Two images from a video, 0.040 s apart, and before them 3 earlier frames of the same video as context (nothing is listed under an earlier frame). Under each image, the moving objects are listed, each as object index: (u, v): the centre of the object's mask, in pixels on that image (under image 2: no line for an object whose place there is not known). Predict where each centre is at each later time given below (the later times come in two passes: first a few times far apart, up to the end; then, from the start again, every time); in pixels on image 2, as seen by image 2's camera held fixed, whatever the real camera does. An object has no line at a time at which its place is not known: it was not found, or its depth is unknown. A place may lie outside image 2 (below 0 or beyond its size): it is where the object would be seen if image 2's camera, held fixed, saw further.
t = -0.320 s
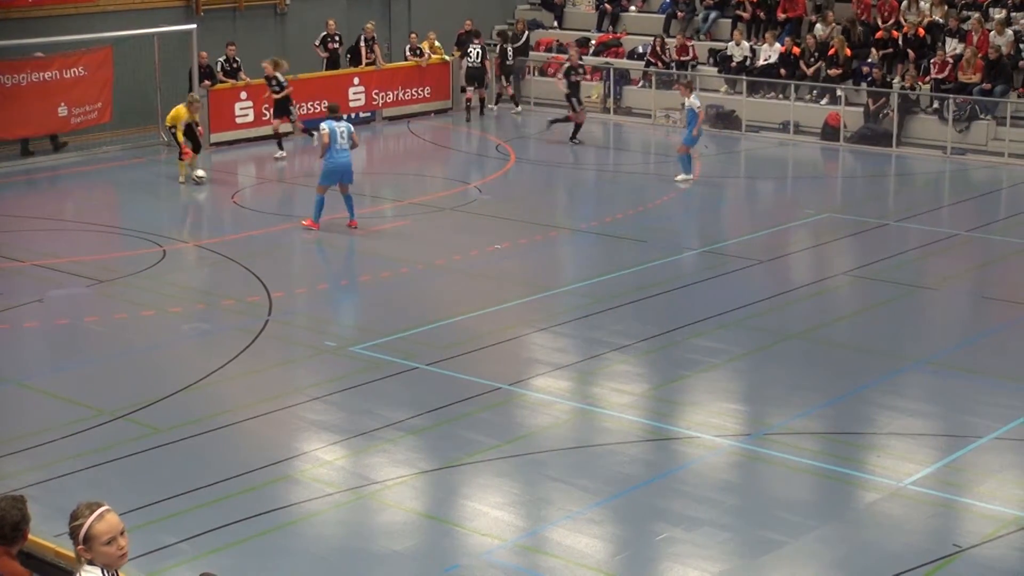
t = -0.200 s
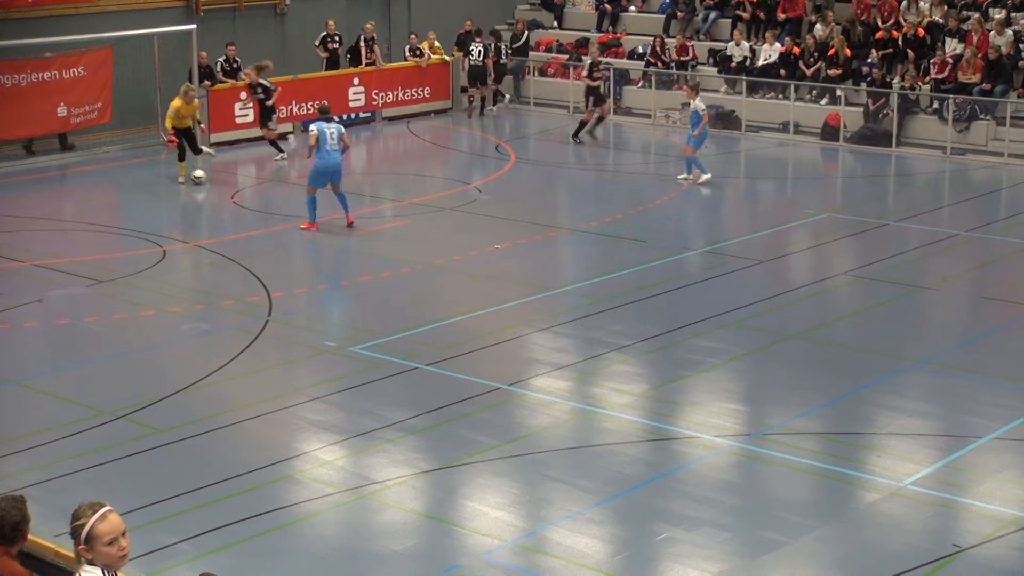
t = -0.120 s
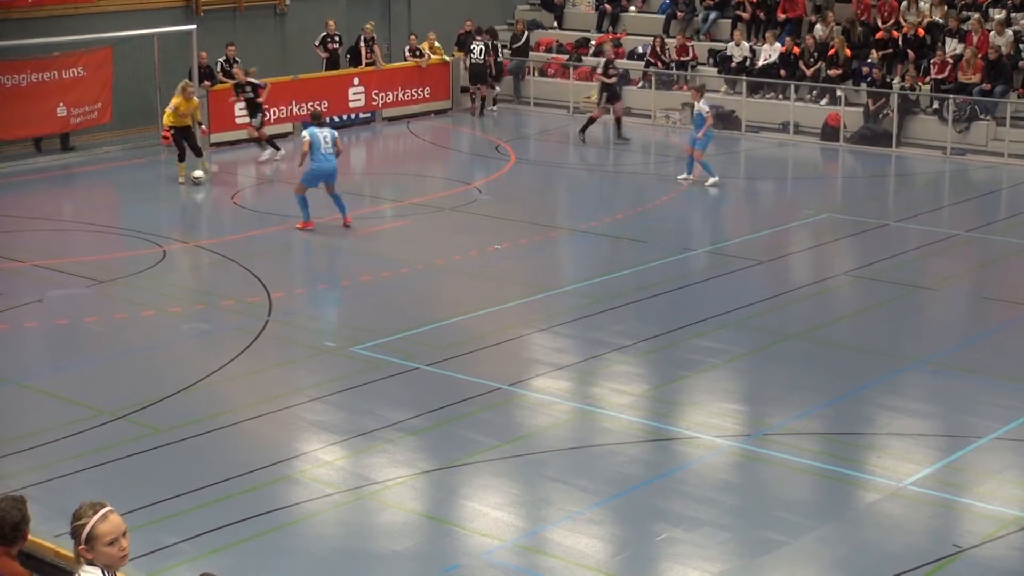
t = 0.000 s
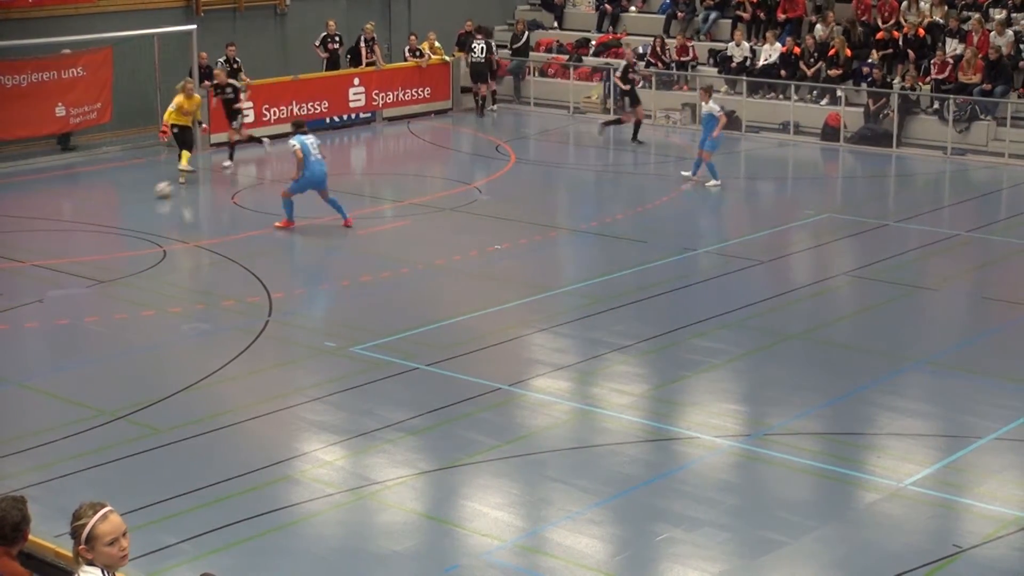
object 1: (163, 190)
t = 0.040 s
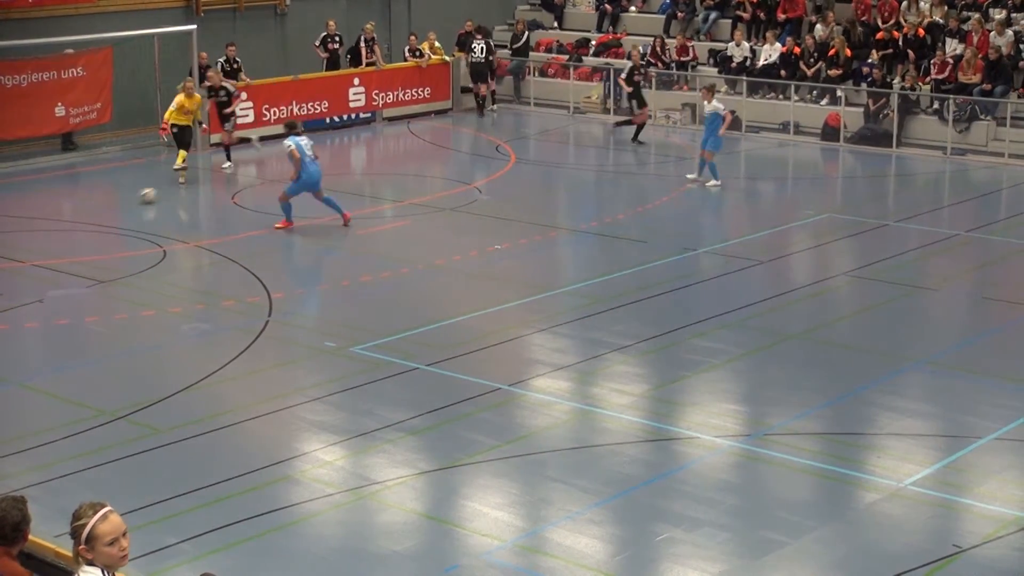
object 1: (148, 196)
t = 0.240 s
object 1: (63, 227)
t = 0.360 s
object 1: (10, 246)
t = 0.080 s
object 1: (131, 202)
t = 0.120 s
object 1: (114, 208)
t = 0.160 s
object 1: (97, 214)
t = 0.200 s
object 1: (81, 220)
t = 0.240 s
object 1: (63, 227)
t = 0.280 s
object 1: (45, 233)
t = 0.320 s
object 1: (29, 240)
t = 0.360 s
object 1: (10, 246)
